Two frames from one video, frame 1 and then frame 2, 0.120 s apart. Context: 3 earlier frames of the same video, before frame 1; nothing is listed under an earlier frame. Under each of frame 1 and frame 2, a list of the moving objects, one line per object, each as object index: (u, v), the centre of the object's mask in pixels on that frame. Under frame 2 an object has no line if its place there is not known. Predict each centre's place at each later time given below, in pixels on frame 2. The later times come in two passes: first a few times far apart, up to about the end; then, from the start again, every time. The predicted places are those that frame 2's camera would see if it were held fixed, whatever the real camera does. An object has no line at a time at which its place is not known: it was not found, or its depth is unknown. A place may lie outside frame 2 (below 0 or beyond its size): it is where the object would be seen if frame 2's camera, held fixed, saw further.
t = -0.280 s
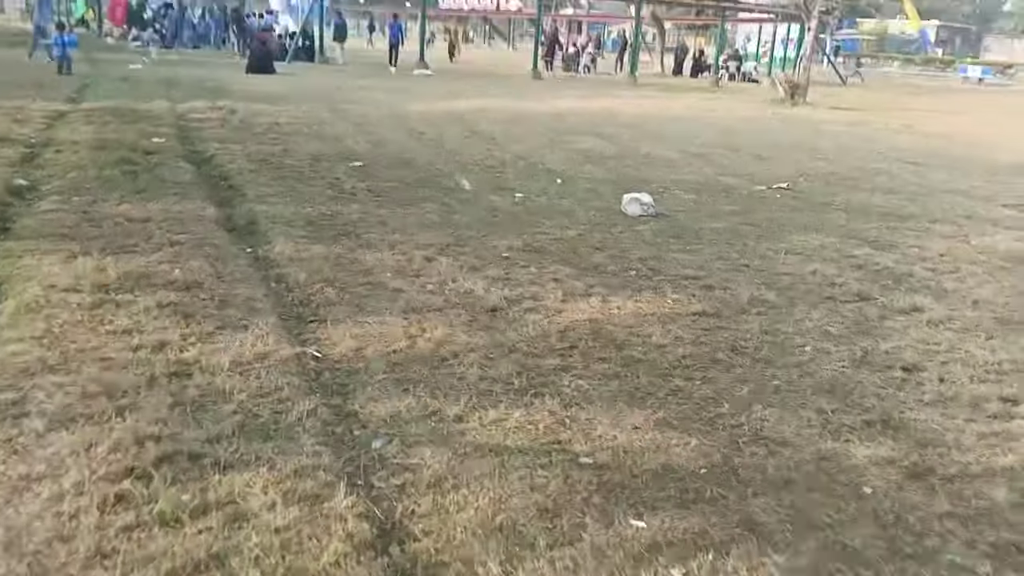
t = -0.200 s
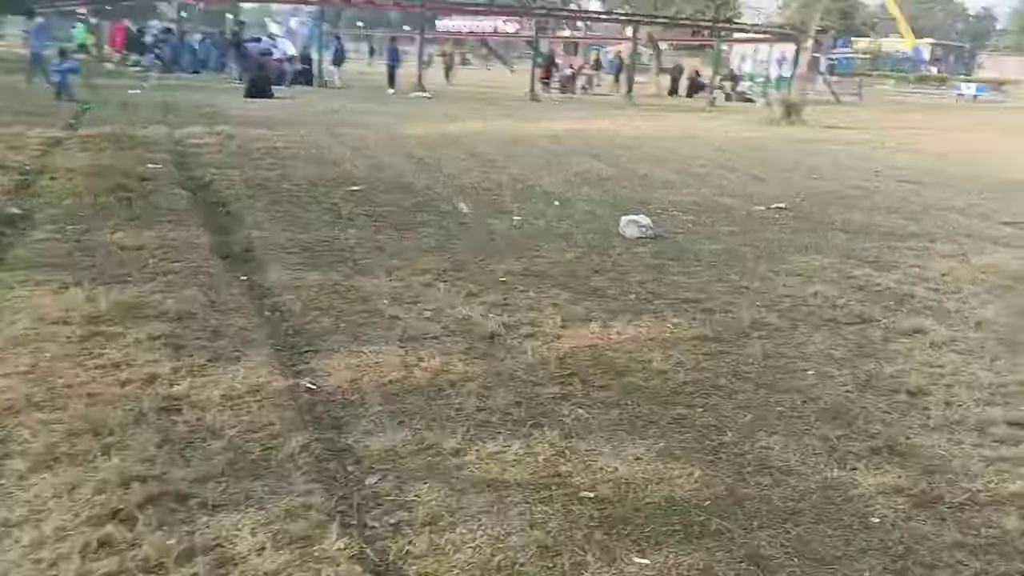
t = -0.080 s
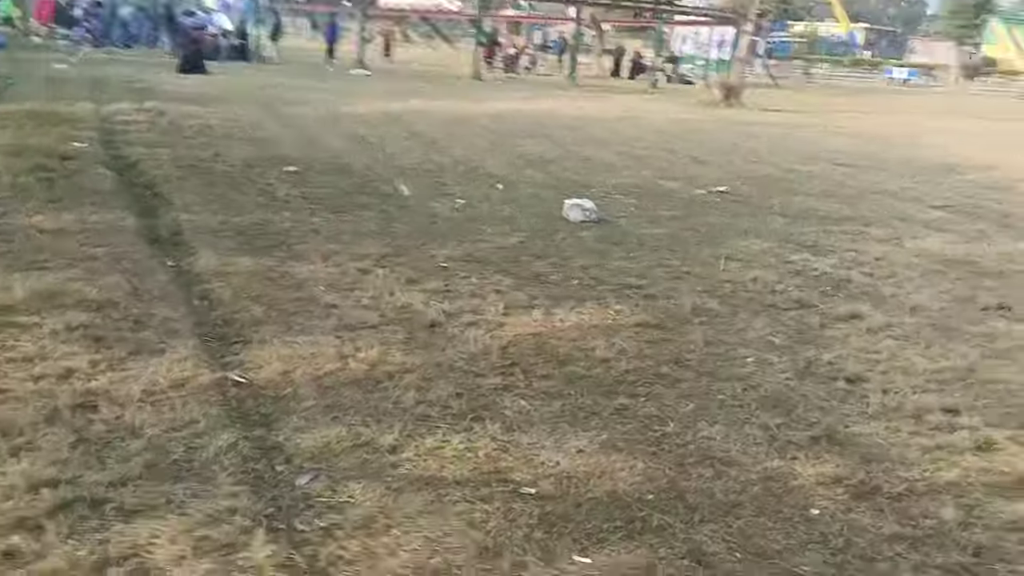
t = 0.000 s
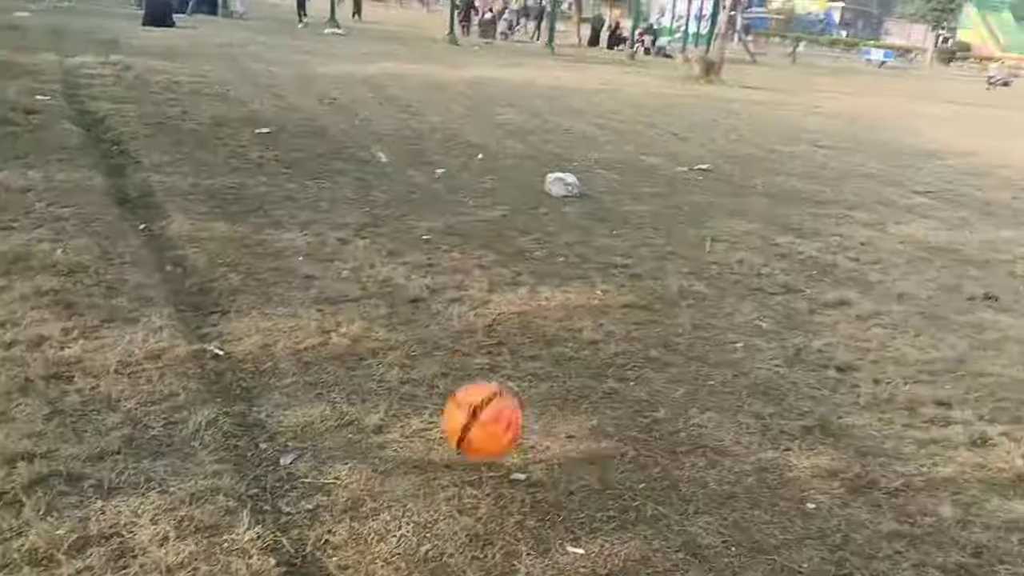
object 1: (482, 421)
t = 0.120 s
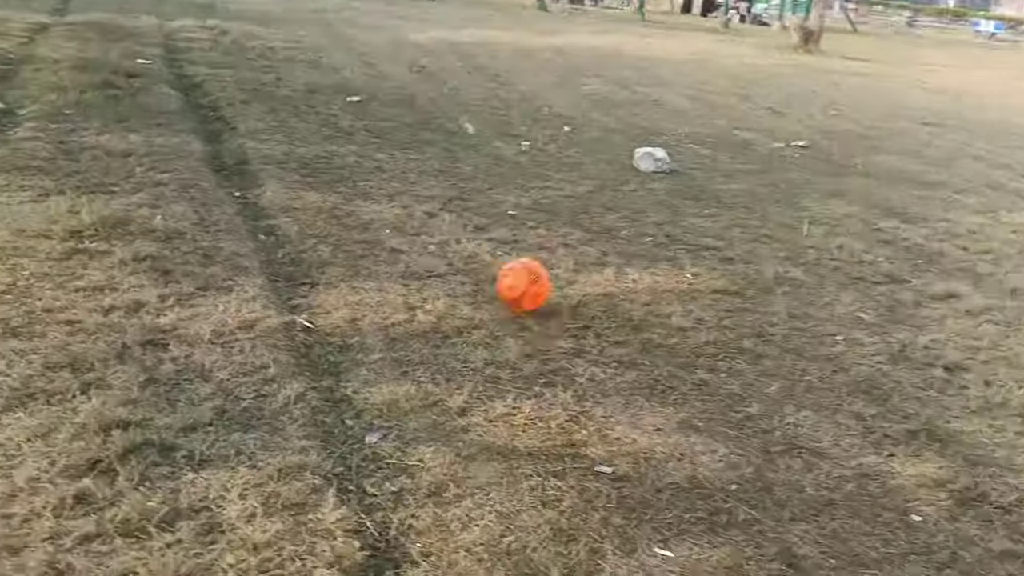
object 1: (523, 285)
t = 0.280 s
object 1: (503, 212)
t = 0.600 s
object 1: (487, 156)
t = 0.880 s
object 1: (459, 128)
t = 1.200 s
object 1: (426, 106)
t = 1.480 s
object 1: (394, 89)
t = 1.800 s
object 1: (364, 75)
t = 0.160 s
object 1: (515, 257)
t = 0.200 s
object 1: (511, 246)
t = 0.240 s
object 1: (506, 227)
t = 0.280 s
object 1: (503, 212)
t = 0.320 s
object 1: (502, 207)
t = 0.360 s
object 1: (498, 194)
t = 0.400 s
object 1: (497, 184)
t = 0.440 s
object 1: (497, 181)
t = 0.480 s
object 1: (493, 177)
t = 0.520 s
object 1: (490, 165)
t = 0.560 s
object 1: (489, 161)
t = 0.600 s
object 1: (487, 156)
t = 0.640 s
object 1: (482, 155)
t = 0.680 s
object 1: (480, 153)
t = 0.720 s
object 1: (476, 144)
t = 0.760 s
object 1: (471, 136)
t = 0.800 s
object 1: (468, 135)
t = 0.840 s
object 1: (463, 135)
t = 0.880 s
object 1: (459, 128)
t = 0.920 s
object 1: (456, 126)
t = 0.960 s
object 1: (450, 123)
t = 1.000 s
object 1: (446, 119)
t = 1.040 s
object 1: (443, 117)
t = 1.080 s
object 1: (438, 113)
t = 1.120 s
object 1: (433, 109)
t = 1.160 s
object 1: (431, 108)
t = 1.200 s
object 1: (426, 106)
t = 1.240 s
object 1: (420, 102)
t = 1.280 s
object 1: (418, 101)
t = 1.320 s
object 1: (413, 98)
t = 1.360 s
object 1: (409, 96)
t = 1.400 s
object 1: (407, 96)
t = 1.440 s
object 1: (401, 92)
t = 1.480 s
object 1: (394, 89)
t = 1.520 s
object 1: (393, 87)
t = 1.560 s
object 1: (387, 84)
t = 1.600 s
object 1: (381, 83)
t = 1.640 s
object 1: (377, 80)
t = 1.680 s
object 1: (375, 79)
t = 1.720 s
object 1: (370, 78)
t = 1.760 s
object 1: (365, 76)
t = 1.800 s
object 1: (364, 75)
